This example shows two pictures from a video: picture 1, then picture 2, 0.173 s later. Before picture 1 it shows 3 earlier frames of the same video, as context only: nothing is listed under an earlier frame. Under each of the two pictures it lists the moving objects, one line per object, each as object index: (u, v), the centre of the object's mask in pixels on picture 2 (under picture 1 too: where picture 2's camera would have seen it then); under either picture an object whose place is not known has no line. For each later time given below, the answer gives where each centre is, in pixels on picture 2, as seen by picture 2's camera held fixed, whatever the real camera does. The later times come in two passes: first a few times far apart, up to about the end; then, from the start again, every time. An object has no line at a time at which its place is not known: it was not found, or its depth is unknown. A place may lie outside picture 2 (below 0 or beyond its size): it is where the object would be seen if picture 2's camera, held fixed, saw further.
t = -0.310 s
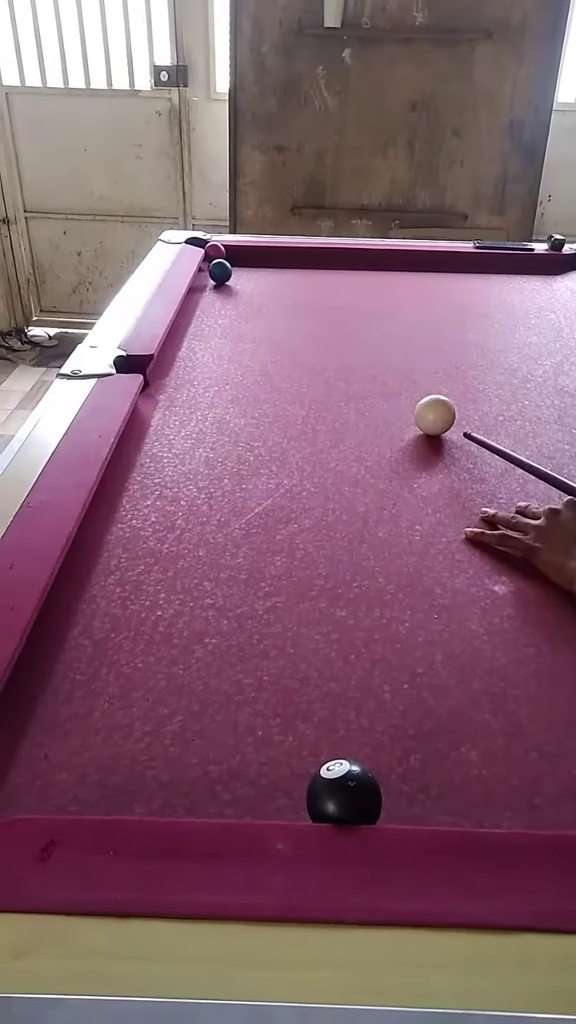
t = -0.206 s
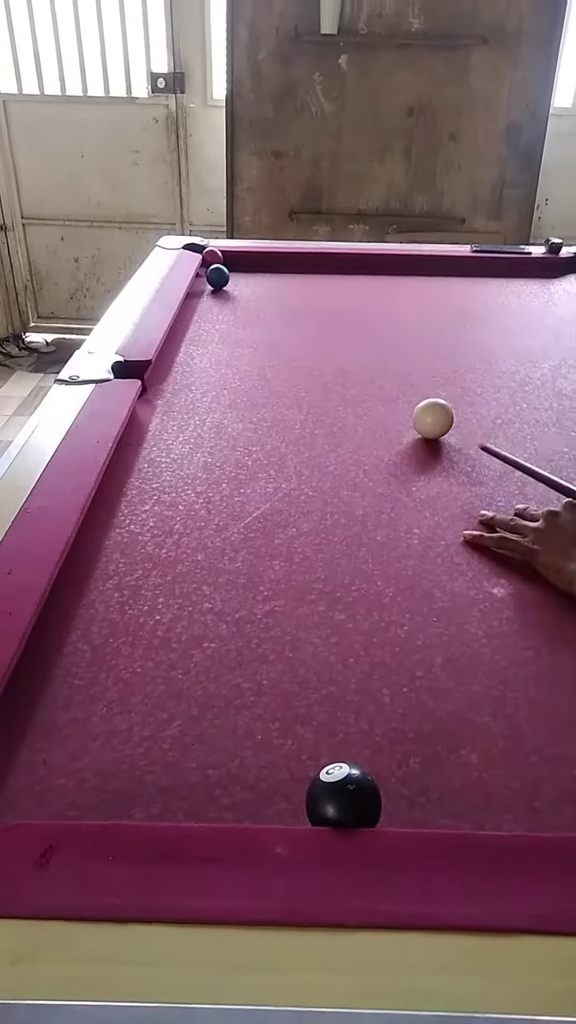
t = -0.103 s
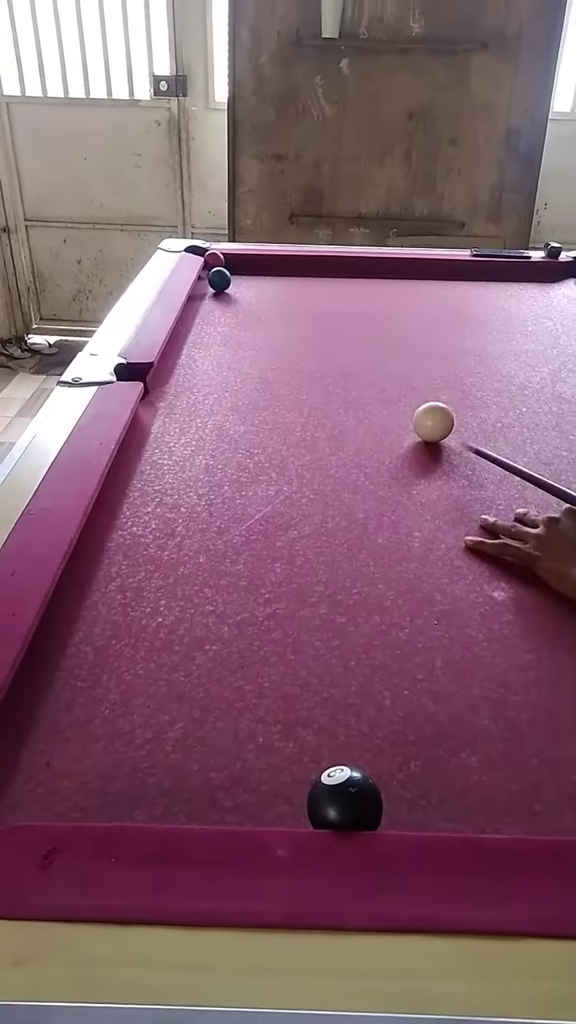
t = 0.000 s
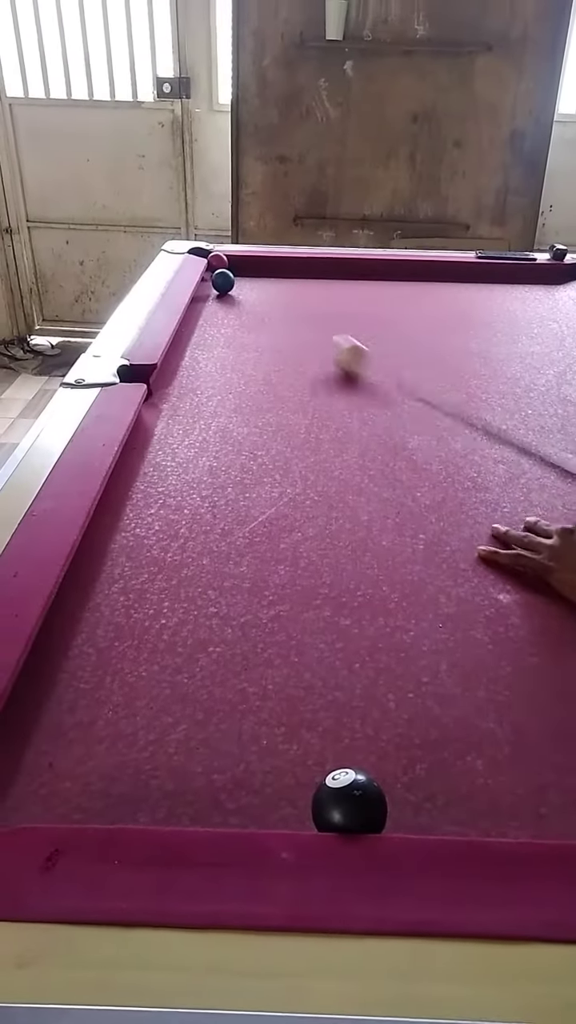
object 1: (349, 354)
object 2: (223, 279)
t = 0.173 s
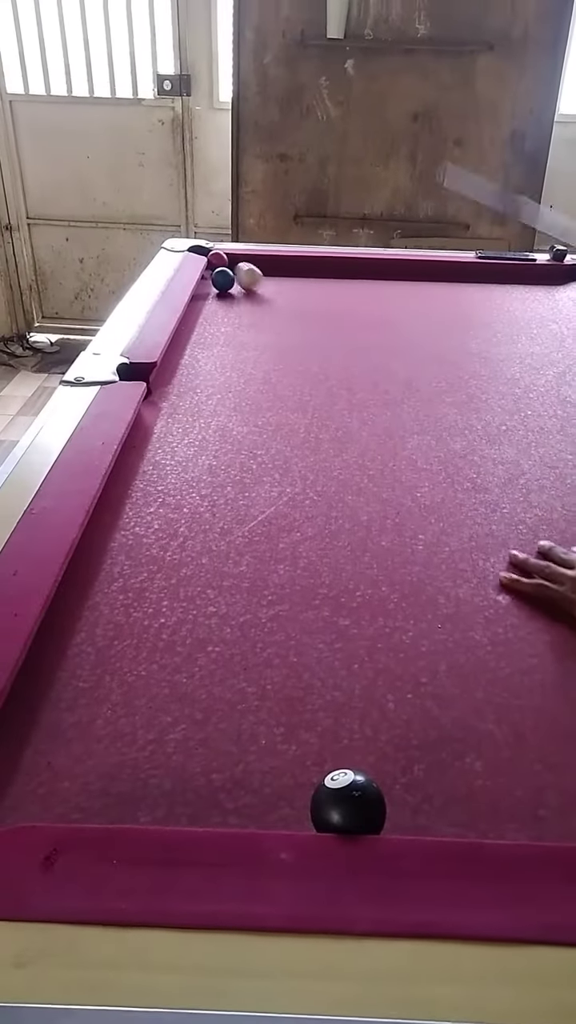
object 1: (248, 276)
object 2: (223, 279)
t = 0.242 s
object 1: (237, 262)
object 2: (223, 279)
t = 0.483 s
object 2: (221, 280)
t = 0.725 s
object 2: (208, 291)
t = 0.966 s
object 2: (209, 300)
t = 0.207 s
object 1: (237, 266)
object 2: (223, 279)
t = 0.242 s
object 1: (237, 262)
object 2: (223, 279)
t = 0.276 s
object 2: (223, 279)
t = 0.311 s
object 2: (223, 279)
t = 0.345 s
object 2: (223, 279)
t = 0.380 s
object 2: (223, 279)
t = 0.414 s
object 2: (223, 279)
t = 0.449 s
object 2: (223, 279)
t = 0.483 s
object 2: (221, 280)
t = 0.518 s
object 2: (219, 282)
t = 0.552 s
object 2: (214, 285)
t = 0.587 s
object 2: (212, 286)
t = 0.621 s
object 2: (210, 288)
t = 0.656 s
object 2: (208, 289)
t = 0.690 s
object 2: (208, 290)
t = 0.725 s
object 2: (208, 291)
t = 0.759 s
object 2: (208, 293)
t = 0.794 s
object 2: (209, 294)
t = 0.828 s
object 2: (208, 295)
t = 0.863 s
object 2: (209, 296)
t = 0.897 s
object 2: (209, 298)
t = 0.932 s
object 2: (209, 299)
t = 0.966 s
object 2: (209, 300)
